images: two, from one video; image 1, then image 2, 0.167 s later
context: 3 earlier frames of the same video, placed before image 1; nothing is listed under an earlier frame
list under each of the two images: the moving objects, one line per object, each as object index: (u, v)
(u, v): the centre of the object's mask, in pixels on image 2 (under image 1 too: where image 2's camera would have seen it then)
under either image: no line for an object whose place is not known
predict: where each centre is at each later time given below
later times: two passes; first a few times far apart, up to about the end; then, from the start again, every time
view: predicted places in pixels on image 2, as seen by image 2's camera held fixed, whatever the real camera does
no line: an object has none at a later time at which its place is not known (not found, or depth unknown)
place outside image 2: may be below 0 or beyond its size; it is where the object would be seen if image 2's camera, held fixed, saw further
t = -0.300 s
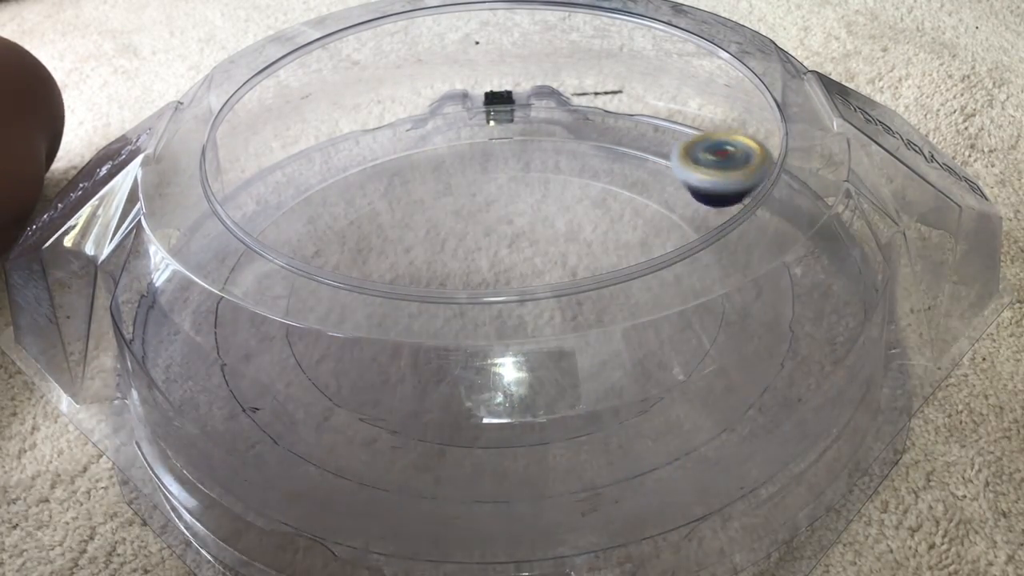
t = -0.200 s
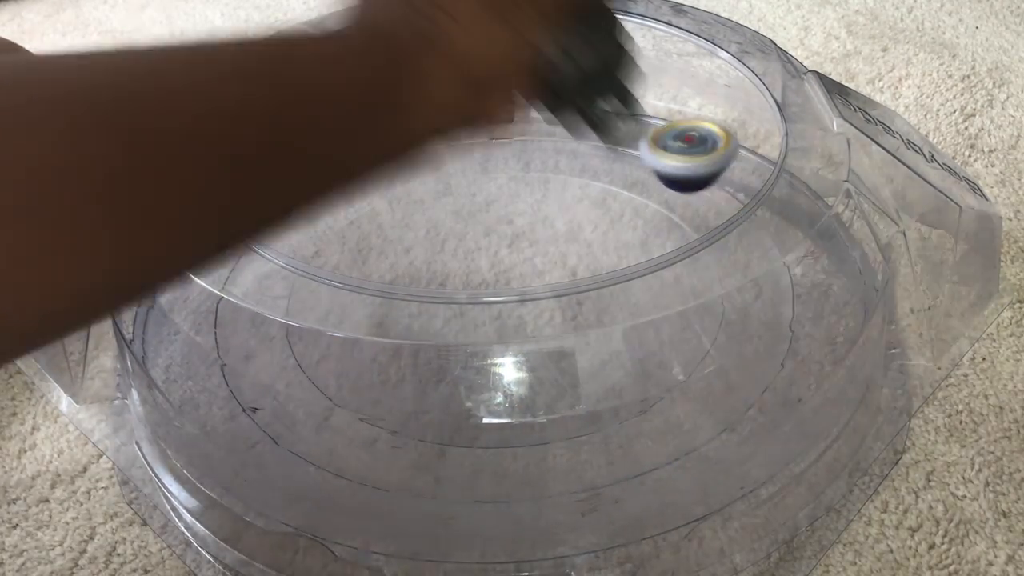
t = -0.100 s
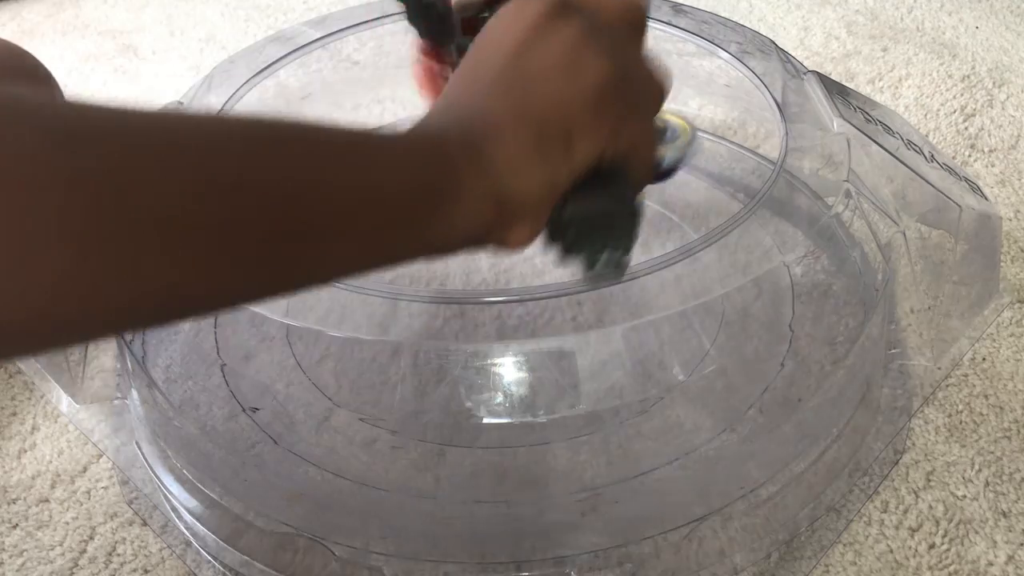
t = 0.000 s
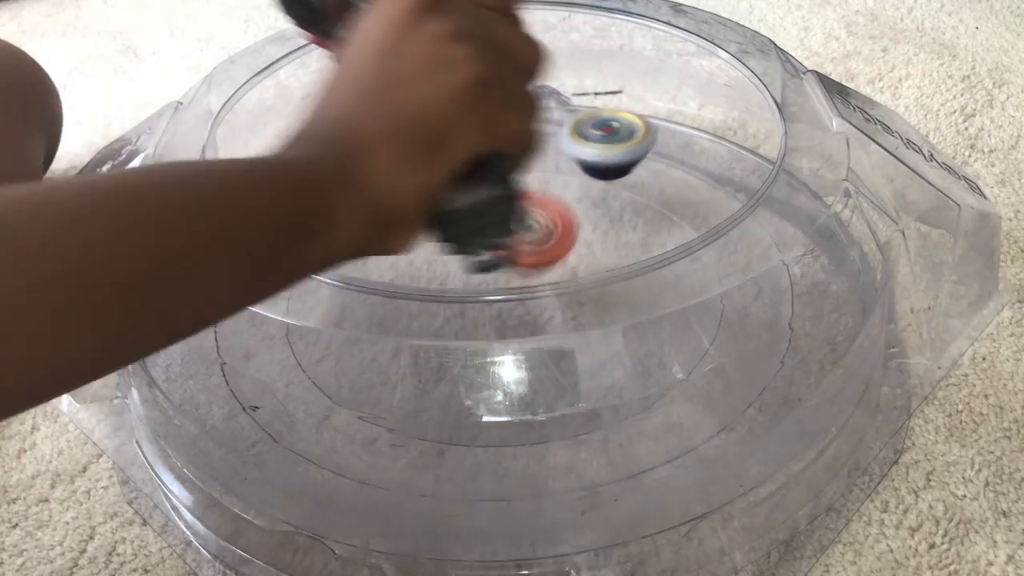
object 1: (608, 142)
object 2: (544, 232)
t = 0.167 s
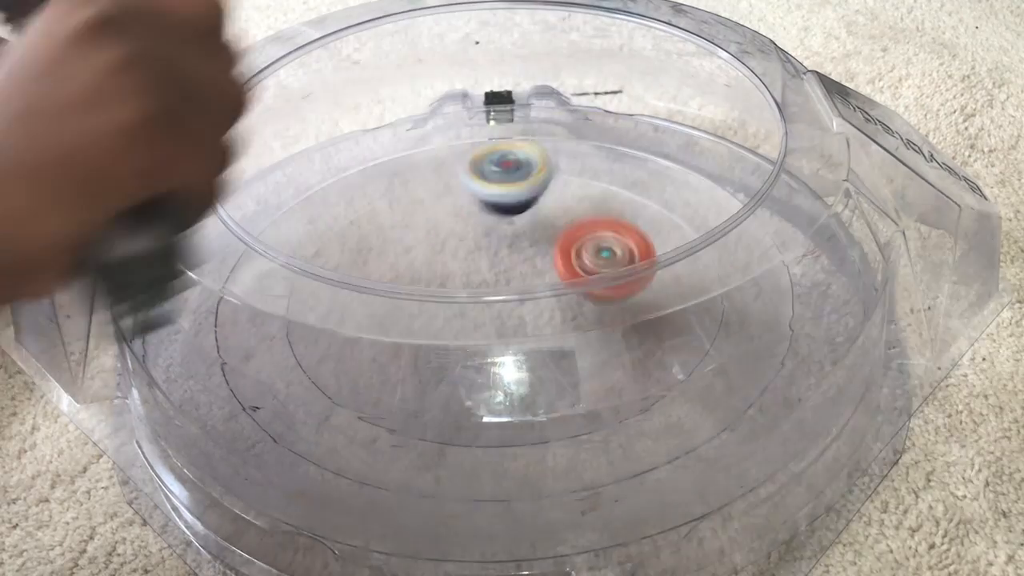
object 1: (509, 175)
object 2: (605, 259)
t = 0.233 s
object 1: (454, 209)
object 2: (607, 262)
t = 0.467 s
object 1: (399, 353)
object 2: (524, 288)
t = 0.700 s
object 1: (594, 355)
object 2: (467, 289)
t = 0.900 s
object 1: (640, 238)
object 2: (525, 291)
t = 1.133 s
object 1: (456, 196)
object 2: (579, 256)
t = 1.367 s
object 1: (324, 282)
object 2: (507, 267)
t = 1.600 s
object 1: (477, 373)
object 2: (493, 309)
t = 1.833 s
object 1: (649, 309)
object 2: (552, 283)
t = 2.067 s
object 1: (579, 216)
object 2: (470, 284)
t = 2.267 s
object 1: (446, 228)
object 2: (462, 325)
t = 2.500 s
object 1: (412, 313)
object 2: (546, 300)
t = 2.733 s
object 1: (549, 326)
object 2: (458, 245)
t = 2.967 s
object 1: (564, 247)
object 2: (418, 297)
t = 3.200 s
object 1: (458, 249)
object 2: (551, 291)
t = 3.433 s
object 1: (460, 328)
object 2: (514, 210)
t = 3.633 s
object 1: (559, 320)
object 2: (407, 232)
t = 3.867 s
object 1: (546, 246)
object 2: (474, 326)
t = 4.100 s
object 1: (444, 256)
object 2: (608, 242)
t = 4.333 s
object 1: (458, 329)
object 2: (513, 191)
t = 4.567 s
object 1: (576, 296)
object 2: (421, 265)
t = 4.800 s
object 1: (530, 233)
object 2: (577, 326)
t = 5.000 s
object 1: (447, 257)
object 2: (644, 242)
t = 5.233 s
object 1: (490, 329)
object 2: (507, 215)
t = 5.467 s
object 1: (591, 290)
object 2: (416, 310)
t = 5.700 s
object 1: (513, 238)
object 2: (571, 337)
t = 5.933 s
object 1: (422, 279)
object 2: (576, 246)
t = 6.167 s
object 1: (501, 331)
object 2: (425, 254)
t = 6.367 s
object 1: (581, 271)
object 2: (450, 324)
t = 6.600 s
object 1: (509, 222)
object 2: (550, 287)
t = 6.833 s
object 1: (416, 259)
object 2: (520, 256)
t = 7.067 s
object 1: (469, 335)
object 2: (495, 260)
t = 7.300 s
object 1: (604, 316)
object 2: (508, 275)
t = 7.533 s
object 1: (622, 242)
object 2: (519, 263)
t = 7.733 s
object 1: (583, 242)
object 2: (461, 266)
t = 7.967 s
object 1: (523, 287)
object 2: (406, 322)
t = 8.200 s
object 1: (588, 294)
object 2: (363, 338)
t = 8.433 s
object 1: (509, 267)
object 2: (390, 334)
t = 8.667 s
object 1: (502, 252)
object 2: (395, 327)
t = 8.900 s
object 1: (527, 233)
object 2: (439, 310)
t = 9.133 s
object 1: (570, 236)
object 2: (485, 280)
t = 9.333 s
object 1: (604, 258)
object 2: (470, 258)
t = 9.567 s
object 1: (546, 301)
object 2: (473, 251)
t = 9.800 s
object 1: (451, 310)
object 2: (469, 225)
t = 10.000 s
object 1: (430, 261)
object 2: (503, 234)
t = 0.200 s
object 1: (480, 193)
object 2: (606, 255)
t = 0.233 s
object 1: (454, 209)
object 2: (607, 262)
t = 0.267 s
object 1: (428, 229)
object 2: (603, 269)
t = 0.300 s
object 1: (404, 249)
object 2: (596, 273)
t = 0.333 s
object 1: (389, 272)
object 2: (586, 277)
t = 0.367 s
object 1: (377, 295)
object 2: (573, 281)
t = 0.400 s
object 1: (376, 320)
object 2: (557, 284)
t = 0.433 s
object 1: (383, 337)
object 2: (540, 287)
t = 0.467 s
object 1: (399, 353)
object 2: (524, 288)
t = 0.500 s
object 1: (412, 370)
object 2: (508, 289)
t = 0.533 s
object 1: (441, 373)
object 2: (494, 288)
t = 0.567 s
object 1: (470, 377)
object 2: (483, 287)
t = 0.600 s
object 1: (501, 379)
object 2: (473, 289)
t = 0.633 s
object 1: (530, 379)
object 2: (468, 288)
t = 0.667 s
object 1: (560, 365)
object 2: (465, 289)
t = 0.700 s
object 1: (594, 355)
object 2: (467, 289)
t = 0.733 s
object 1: (620, 341)
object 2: (471, 289)
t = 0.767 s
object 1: (644, 322)
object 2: (478, 291)
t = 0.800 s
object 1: (656, 307)
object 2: (489, 294)
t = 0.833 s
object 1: (663, 283)
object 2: (499, 294)
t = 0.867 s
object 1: (658, 265)
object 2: (511, 291)
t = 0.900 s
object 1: (640, 238)
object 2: (525, 291)
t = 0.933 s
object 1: (627, 230)
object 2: (538, 289)
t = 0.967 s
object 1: (606, 218)
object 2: (553, 286)
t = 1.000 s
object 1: (578, 207)
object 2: (565, 282)
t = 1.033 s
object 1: (550, 199)
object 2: (573, 277)
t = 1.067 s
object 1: (521, 196)
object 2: (579, 271)
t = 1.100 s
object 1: (486, 195)
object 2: (581, 265)
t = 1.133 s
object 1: (456, 196)
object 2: (579, 256)
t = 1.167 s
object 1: (426, 201)
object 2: (576, 254)
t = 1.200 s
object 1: (397, 208)
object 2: (570, 252)
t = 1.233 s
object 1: (374, 218)
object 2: (560, 253)
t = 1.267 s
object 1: (354, 232)
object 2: (547, 255)
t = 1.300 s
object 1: (339, 243)
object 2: (534, 258)
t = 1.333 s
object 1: (329, 264)
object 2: (520, 262)
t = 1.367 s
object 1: (324, 282)
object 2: (507, 267)
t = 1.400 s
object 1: (325, 301)
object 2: (495, 282)
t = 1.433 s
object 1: (337, 322)
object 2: (486, 290)
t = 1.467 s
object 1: (354, 336)
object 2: (479, 304)
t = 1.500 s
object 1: (378, 348)
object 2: (476, 306)
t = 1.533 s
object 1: (412, 358)
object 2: (481, 307)
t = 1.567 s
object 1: (441, 366)
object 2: (487, 309)
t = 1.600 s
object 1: (477, 373)
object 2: (493, 309)
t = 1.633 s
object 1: (507, 373)
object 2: (503, 310)
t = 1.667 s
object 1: (538, 369)
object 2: (516, 308)
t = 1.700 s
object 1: (572, 363)
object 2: (528, 306)
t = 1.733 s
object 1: (596, 351)
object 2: (536, 303)
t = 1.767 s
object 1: (617, 337)
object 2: (541, 300)
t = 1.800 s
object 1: (635, 323)
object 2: (549, 286)
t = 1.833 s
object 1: (649, 309)
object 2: (552, 283)
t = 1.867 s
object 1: (662, 294)
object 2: (548, 276)
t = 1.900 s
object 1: (657, 270)
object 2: (538, 266)
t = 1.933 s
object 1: (649, 255)
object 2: (527, 266)
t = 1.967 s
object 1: (635, 236)
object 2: (513, 267)
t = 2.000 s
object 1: (620, 230)
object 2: (499, 268)
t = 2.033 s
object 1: (600, 222)
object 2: (484, 270)
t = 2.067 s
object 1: (579, 216)
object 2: (470, 284)
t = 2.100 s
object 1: (552, 213)
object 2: (459, 290)
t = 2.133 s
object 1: (530, 212)
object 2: (451, 304)
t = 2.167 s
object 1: (505, 213)
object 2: (447, 306)
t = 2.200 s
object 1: (483, 215)
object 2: (448, 312)
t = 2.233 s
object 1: (462, 220)
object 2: (453, 326)
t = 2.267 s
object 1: (446, 228)
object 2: (462, 325)
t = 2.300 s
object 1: (431, 237)
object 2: (475, 327)
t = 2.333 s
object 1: (417, 249)
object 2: (491, 328)
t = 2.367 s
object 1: (408, 257)
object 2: (509, 327)
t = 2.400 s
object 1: (402, 275)
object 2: (525, 324)
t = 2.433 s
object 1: (401, 288)
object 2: (538, 321)
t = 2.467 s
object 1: (403, 300)
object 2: (545, 308)
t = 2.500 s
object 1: (412, 313)
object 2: (546, 300)
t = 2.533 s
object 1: (425, 328)
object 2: (542, 282)
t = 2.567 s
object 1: (446, 334)
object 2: (534, 265)
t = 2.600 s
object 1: (466, 337)
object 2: (522, 260)
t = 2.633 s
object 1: (487, 335)
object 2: (507, 254)
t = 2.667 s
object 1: (508, 335)
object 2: (491, 248)
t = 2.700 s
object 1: (528, 331)
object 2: (474, 246)
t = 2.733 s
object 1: (549, 326)
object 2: (458, 245)
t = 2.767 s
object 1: (565, 320)
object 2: (443, 247)
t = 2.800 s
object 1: (575, 305)
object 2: (431, 251)
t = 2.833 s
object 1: (582, 290)
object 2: (423, 256)
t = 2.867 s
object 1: (581, 277)
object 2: (417, 261)
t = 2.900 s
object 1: (579, 264)
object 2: (413, 276)
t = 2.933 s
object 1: (572, 252)
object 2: (412, 287)
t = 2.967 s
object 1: (564, 247)
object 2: (418, 297)
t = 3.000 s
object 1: (554, 243)
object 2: (430, 310)
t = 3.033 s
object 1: (539, 237)
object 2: (446, 326)
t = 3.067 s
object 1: (523, 235)
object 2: (467, 328)
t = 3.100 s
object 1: (507, 234)
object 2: (490, 323)
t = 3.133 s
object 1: (490, 236)
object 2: (515, 320)
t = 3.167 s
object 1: (472, 241)
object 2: (534, 304)
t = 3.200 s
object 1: (458, 249)
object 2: (551, 291)
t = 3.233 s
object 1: (448, 255)
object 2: (561, 276)
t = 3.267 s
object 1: (440, 262)
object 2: (563, 257)
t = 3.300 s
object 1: (438, 276)
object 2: (563, 248)
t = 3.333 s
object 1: (436, 291)
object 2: (557, 236)
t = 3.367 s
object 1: (442, 302)
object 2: (546, 225)
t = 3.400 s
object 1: (449, 314)
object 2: (532, 216)
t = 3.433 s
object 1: (460, 328)
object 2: (514, 210)
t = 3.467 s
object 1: (474, 331)
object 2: (495, 208)
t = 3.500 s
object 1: (492, 327)
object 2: (475, 207)
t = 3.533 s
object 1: (512, 328)
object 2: (455, 210)
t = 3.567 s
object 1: (528, 327)
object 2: (436, 215)
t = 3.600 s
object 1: (544, 324)
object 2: (420, 223)
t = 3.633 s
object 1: (559, 320)
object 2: (407, 232)
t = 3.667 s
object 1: (569, 304)
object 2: (399, 244)
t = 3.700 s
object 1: (578, 294)
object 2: (395, 255)
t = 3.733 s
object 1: (580, 279)
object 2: (397, 272)
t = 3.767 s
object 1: (578, 267)
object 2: (405, 287)
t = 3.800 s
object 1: (570, 254)
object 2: (420, 300)
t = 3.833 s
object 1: (561, 250)
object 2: (444, 312)
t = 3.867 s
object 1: (546, 246)
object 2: (474, 326)
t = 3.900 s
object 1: (531, 243)
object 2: (505, 325)
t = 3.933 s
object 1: (516, 240)
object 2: (535, 323)
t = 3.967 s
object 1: (498, 241)
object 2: (562, 307)
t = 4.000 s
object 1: (481, 243)
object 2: (582, 292)
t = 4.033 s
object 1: (468, 247)
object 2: (599, 276)
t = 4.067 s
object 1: (455, 251)
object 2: (608, 261)
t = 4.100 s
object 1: (444, 256)
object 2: (608, 242)
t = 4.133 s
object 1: (437, 261)
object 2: (606, 231)
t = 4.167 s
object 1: (431, 265)
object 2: (597, 218)
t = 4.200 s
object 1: (428, 282)
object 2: (585, 208)
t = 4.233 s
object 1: (432, 289)
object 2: (570, 200)
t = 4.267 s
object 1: (436, 305)
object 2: (552, 194)
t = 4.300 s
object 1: (446, 317)
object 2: (533, 191)
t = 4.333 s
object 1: (458, 329)
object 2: (513, 191)
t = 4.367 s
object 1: (478, 330)
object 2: (492, 195)
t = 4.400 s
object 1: (500, 329)
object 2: (472, 202)
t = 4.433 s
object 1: (521, 326)
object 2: (453, 211)
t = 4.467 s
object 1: (537, 319)
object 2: (437, 224)
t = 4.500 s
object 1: (555, 311)
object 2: (425, 239)
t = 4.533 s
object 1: (565, 298)
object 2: (418, 254)
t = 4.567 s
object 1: (576, 296)
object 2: (421, 265)
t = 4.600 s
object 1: (577, 276)
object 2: (426, 288)
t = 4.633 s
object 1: (575, 257)
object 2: (440, 308)
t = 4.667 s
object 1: (572, 251)
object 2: (463, 328)
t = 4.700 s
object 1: (564, 246)
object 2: (489, 332)
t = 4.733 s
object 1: (555, 241)
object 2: (520, 333)
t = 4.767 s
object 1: (544, 237)
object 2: (549, 331)
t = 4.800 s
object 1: (530, 233)
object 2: (577, 326)
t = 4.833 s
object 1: (515, 232)
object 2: (603, 318)
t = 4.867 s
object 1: (499, 233)
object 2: (626, 308)
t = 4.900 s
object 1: (484, 236)
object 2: (639, 288)
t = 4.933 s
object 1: (469, 242)
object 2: (649, 273)
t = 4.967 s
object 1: (457, 249)
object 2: (648, 255)
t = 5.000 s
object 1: (447, 257)
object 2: (644, 242)
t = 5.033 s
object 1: (443, 263)
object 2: (634, 230)
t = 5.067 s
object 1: (441, 280)
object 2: (621, 223)
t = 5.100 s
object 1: (442, 290)
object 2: (603, 215)
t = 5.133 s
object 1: (447, 304)
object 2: (582, 211)
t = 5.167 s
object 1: (457, 317)
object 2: (559, 209)
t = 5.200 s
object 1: (472, 324)
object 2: (534, 210)
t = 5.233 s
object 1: (490, 329)
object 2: (507, 215)
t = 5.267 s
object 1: (509, 330)
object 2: (481, 222)
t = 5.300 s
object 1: (525, 329)
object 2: (457, 233)
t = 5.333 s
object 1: (543, 327)
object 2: (436, 247)
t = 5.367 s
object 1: (559, 323)
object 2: (422, 258)
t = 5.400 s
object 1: (574, 318)
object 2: (414, 274)
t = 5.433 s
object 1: (583, 297)
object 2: (410, 294)
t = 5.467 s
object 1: (591, 290)
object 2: (416, 310)
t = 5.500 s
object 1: (589, 274)
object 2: (427, 330)
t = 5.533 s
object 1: (583, 255)
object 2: (445, 336)
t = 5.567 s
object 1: (574, 251)
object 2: (468, 342)
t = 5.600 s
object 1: (563, 247)
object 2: (495, 347)
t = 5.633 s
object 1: (548, 243)
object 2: (524, 347)
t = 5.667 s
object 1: (531, 240)
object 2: (551, 343)
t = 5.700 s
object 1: (513, 238)
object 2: (571, 337)
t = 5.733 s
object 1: (494, 240)
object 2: (591, 327)
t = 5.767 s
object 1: (476, 243)
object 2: (606, 317)
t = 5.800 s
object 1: (459, 248)
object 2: (617, 307)
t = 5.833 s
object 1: (446, 253)
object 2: (614, 285)
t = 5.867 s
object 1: (436, 258)
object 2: (604, 267)
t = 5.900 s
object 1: (427, 264)
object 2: (594, 257)
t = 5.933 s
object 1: (422, 279)
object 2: (576, 246)
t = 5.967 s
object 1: (423, 288)
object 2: (555, 240)
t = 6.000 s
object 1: (423, 303)
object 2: (531, 235)
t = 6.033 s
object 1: (430, 324)
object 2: (505, 233)
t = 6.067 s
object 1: (442, 329)
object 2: (481, 235)
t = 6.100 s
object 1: (461, 331)
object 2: (459, 239)
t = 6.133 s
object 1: (478, 333)
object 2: (440, 245)
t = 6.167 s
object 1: (501, 331)
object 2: (425, 254)
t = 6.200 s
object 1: (525, 328)
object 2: (416, 261)
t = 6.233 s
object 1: (544, 325)
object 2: (412, 276)
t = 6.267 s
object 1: (562, 319)
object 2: (412, 287)
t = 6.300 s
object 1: (573, 296)
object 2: (418, 304)
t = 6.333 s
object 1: (581, 279)
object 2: (432, 312)
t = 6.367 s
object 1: (581, 271)
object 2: (450, 324)
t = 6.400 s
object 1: (579, 254)
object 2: (471, 324)
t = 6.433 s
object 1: (575, 248)
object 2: (490, 324)
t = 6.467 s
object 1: (567, 241)
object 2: (509, 321)
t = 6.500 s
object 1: (555, 234)
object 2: (526, 311)
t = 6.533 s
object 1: (541, 227)
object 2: (538, 303)
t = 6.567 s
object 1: (526, 223)
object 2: (546, 299)
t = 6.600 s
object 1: (509, 222)
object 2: (550, 287)
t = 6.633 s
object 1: (492, 223)
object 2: (550, 279)
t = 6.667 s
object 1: (476, 228)
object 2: (543, 264)
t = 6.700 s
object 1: (460, 231)
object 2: (540, 262)
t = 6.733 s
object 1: (444, 238)
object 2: (536, 260)
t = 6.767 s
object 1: (430, 245)
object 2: (531, 259)
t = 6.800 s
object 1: (421, 252)
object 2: (525, 258)
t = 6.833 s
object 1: (416, 259)
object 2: (520, 256)
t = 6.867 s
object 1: (413, 275)
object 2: (514, 255)
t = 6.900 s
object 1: (413, 288)
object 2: (510, 255)
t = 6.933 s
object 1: (415, 299)
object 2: (507, 255)
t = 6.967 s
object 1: (424, 312)
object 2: (504, 255)
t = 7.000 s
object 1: (435, 329)
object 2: (500, 257)
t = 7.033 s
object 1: (452, 333)
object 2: (498, 258)
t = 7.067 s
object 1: (469, 335)
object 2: (495, 260)
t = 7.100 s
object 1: (490, 335)
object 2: (494, 262)
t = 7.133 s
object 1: (514, 332)
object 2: (494, 264)
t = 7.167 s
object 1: (531, 334)
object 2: (494, 265)
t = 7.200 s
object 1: (551, 331)
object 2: (495, 266)
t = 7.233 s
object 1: (570, 327)
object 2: (498, 267)
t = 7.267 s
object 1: (589, 322)
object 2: (502, 267)
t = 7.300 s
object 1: (604, 316)
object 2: (508, 275)
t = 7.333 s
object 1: (618, 311)
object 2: (513, 276)
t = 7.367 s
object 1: (623, 295)
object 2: (518, 276)
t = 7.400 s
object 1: (627, 283)
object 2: (522, 275)
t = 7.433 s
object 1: (634, 280)
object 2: (522, 266)
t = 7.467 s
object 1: (635, 263)
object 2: (522, 265)
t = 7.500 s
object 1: (632, 252)
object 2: (521, 264)
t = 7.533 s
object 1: (622, 242)
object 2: (519, 263)
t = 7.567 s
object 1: (625, 238)
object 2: (505, 262)
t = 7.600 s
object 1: (623, 236)
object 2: (492, 262)
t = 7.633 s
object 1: (617, 235)
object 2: (481, 262)
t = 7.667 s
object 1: (609, 236)
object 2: (472, 263)
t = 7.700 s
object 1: (597, 238)
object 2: (466, 264)
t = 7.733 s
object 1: (583, 242)
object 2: (461, 266)
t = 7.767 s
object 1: (564, 247)
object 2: (458, 269)
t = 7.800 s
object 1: (550, 252)
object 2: (450, 282)
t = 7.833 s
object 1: (545, 254)
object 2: (428, 287)
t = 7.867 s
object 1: (538, 260)
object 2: (412, 305)
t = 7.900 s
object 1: (532, 263)
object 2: (405, 305)
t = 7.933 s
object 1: (528, 280)
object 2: (403, 310)
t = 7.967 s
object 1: (523, 287)
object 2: (406, 322)
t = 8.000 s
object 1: (521, 301)
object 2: (412, 325)
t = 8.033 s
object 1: (532, 302)
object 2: (399, 327)
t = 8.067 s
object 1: (547, 309)
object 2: (385, 329)
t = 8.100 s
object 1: (559, 308)
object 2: (376, 330)
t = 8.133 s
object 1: (572, 305)
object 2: (370, 333)
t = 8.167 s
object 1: (581, 299)
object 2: (365, 335)
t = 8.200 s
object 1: (588, 294)
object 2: (363, 338)
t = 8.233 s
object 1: (587, 292)
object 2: (362, 340)
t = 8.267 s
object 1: (582, 279)
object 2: (363, 340)
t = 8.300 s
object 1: (574, 276)
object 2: (365, 340)
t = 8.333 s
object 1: (558, 272)
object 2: (369, 340)
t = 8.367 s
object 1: (541, 264)
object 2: (375, 339)
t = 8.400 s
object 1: (525, 265)
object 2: (382, 337)
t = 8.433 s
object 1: (509, 267)
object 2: (390, 334)
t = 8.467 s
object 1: (493, 268)
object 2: (400, 332)
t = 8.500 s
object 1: (482, 278)
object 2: (410, 330)
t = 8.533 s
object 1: (486, 266)
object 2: (398, 330)
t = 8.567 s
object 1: (494, 263)
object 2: (390, 330)
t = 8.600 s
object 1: (499, 260)
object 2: (388, 330)
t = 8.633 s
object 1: (501, 256)
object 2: (391, 328)
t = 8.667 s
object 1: (502, 252)
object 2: (395, 327)
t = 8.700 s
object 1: (503, 248)
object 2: (403, 326)
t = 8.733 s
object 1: (502, 245)
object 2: (413, 324)
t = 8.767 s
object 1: (500, 244)
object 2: (423, 315)
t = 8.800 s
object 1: (498, 244)
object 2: (436, 308)
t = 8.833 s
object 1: (499, 244)
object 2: (446, 304)
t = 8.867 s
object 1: (513, 237)
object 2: (440, 308)
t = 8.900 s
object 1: (527, 233)
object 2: (439, 310)
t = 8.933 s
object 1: (534, 230)
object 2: (442, 310)
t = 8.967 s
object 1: (541, 228)
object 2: (449, 307)
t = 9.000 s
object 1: (547, 227)
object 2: (456, 304)
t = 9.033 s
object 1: (553, 227)
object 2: (463, 305)
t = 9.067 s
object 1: (560, 229)
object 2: (471, 289)
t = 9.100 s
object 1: (565, 233)
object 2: (479, 287)
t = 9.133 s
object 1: (570, 236)
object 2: (485, 280)
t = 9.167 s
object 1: (583, 239)
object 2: (480, 269)
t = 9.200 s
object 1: (593, 239)
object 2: (475, 267)
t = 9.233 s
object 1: (599, 241)
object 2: (473, 264)
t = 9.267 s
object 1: (602, 244)
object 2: (472, 262)
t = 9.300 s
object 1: (603, 246)
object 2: (471, 260)
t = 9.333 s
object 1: (604, 258)
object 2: (470, 258)
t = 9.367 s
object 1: (602, 265)
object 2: (469, 255)
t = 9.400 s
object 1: (596, 272)
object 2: (468, 254)
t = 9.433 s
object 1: (589, 277)
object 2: (469, 253)
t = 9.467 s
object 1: (582, 293)
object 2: (469, 253)
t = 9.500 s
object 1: (573, 294)
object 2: (470, 253)
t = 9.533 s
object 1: (563, 297)
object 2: (471, 253)
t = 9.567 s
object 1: (546, 301)
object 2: (473, 251)
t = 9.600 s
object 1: (535, 308)
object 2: (472, 244)
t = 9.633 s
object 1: (524, 318)
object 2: (471, 237)
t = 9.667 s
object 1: (504, 319)
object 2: (469, 231)
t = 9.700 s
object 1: (490, 321)
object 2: (468, 227)
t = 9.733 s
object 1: (476, 321)
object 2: (467, 225)
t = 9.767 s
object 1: (466, 320)
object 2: (467, 224)
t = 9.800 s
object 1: (451, 310)
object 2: (469, 225)
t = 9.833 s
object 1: (440, 303)
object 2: (470, 226)
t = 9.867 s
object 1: (436, 290)
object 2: (473, 228)
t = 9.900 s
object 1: (436, 283)
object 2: (478, 229)
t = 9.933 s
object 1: (432, 277)
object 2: (487, 229)
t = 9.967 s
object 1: (428, 264)
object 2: (495, 231)
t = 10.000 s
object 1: (430, 261)
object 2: (503, 234)
